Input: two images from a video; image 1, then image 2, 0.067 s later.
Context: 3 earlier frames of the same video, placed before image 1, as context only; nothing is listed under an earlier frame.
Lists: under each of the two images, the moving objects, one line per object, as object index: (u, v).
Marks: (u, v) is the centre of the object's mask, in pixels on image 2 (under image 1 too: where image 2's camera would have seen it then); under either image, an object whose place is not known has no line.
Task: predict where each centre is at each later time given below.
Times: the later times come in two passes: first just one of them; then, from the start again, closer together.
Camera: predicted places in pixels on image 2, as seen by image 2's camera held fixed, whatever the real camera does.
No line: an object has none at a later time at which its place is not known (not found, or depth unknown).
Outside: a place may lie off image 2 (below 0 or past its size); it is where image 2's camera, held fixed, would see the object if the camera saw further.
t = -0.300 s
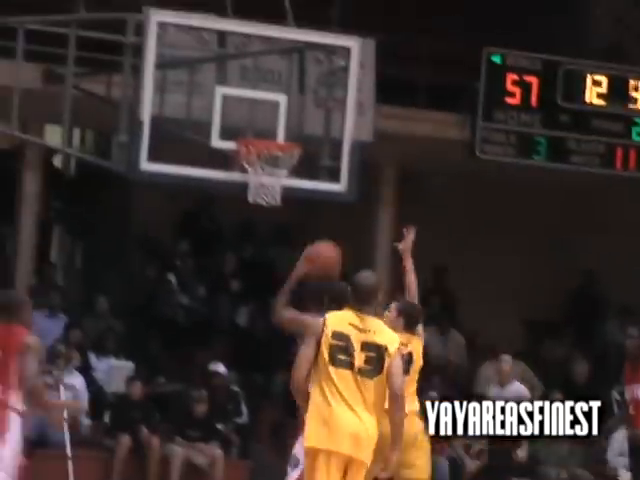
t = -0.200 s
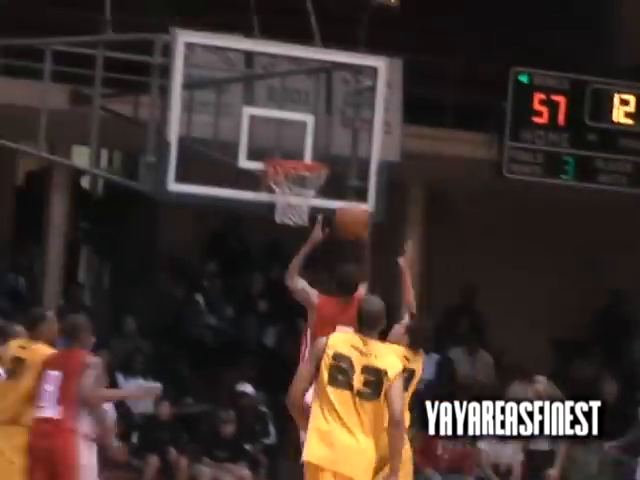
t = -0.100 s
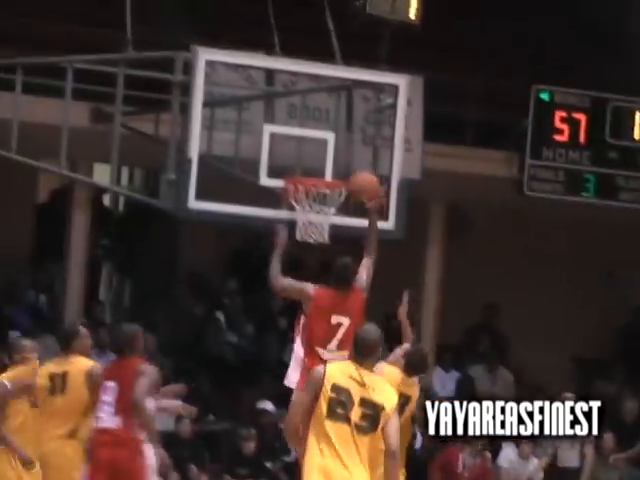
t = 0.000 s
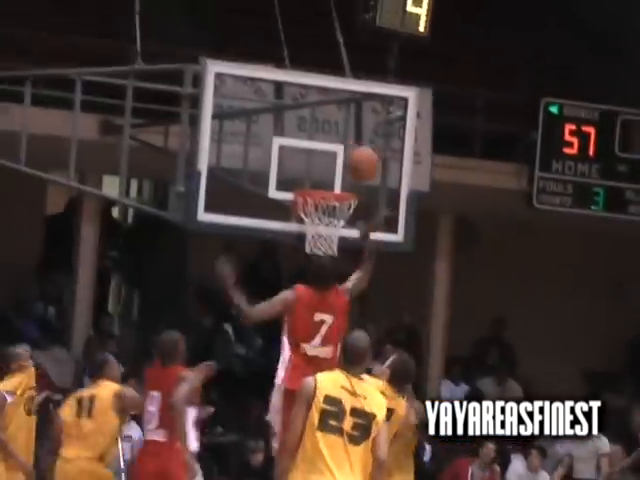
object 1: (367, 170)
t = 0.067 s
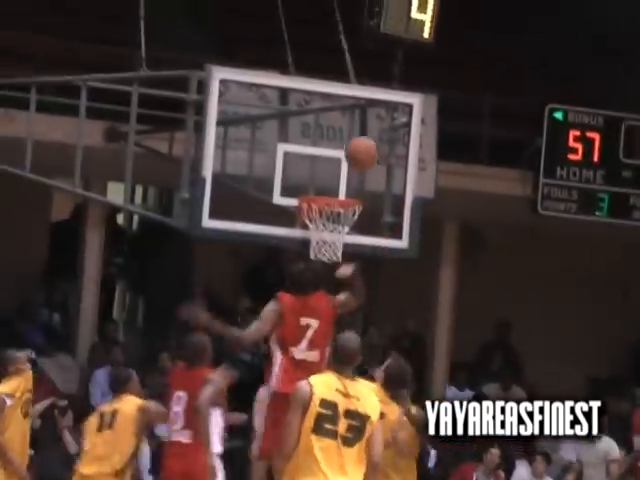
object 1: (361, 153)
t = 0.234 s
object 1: (343, 141)
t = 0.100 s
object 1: (356, 147)
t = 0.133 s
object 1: (353, 144)
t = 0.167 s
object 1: (350, 141)
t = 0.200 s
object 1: (347, 141)
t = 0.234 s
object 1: (343, 141)
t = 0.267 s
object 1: (339, 143)
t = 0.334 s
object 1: (331, 148)
